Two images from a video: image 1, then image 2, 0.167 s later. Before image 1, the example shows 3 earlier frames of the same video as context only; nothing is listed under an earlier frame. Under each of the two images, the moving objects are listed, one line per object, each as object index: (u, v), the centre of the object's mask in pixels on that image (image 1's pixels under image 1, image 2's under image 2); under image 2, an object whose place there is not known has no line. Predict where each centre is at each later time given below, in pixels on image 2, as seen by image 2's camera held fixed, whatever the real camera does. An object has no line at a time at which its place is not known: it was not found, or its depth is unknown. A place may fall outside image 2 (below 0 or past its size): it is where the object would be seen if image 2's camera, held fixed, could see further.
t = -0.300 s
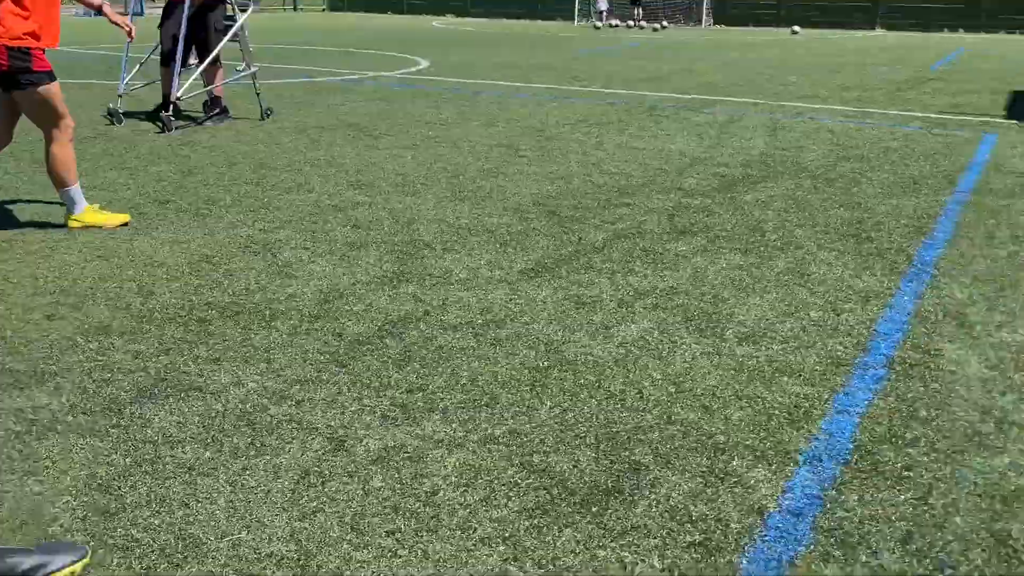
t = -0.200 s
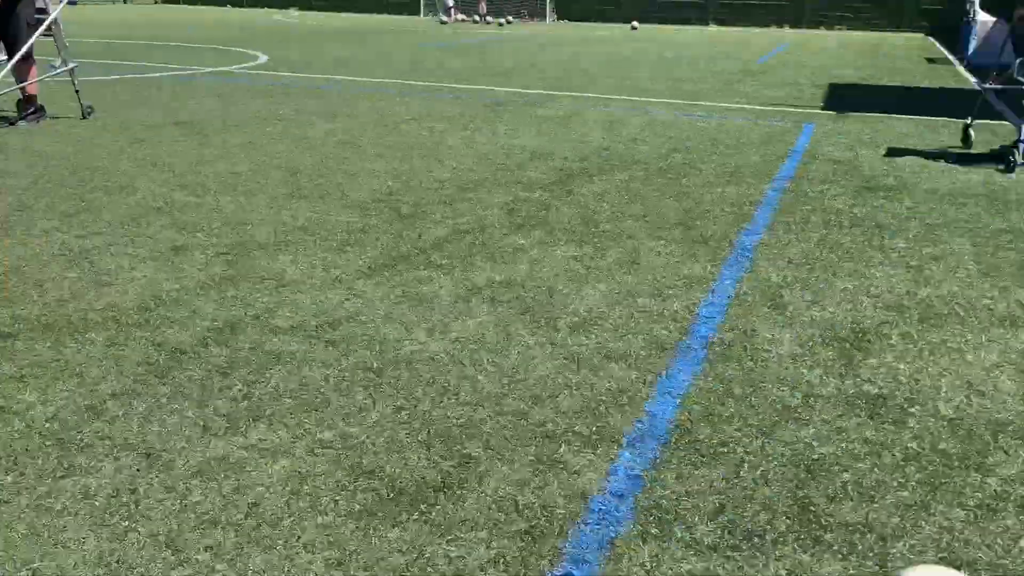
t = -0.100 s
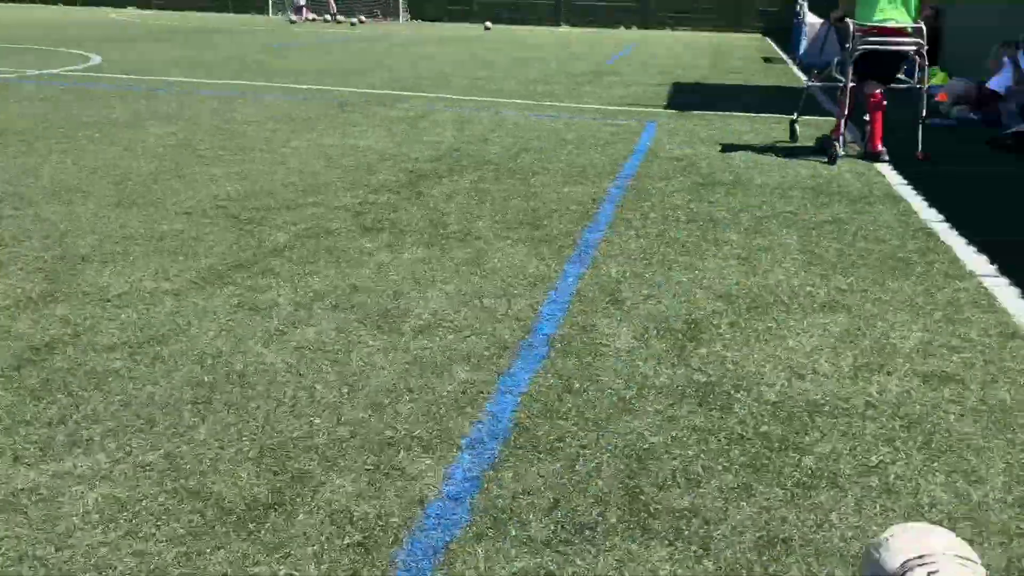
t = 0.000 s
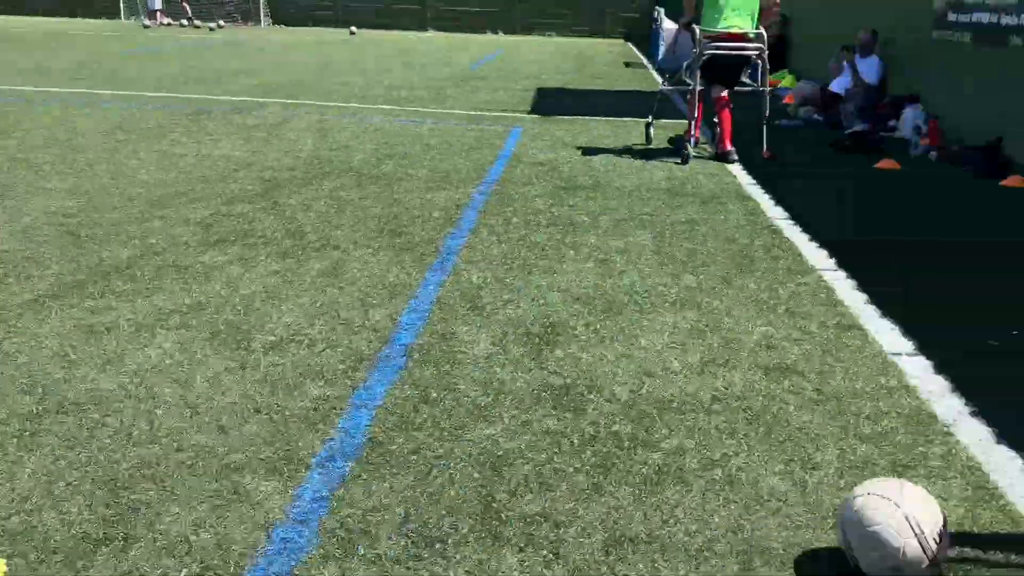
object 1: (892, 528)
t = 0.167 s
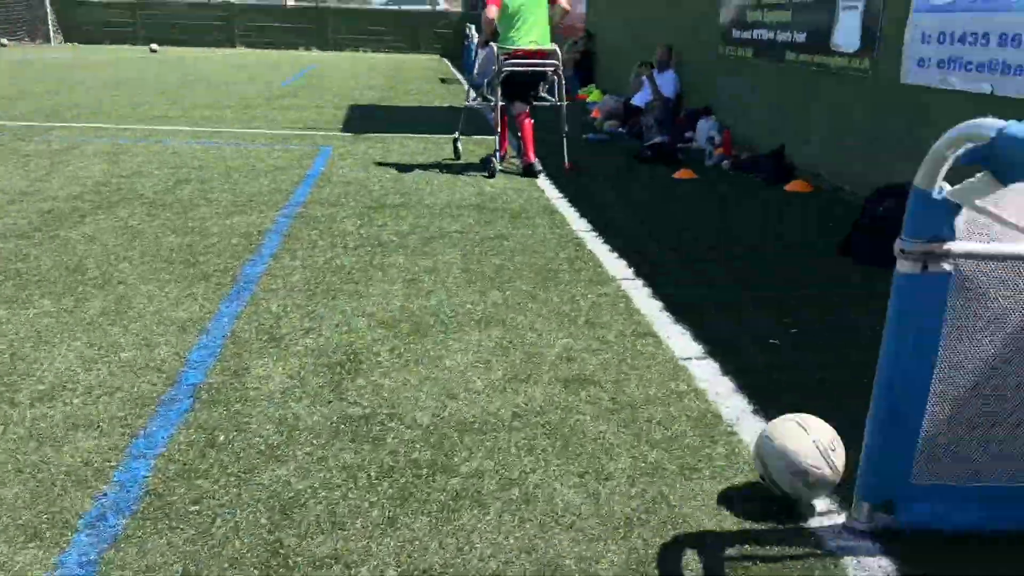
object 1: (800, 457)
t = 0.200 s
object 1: (780, 434)
